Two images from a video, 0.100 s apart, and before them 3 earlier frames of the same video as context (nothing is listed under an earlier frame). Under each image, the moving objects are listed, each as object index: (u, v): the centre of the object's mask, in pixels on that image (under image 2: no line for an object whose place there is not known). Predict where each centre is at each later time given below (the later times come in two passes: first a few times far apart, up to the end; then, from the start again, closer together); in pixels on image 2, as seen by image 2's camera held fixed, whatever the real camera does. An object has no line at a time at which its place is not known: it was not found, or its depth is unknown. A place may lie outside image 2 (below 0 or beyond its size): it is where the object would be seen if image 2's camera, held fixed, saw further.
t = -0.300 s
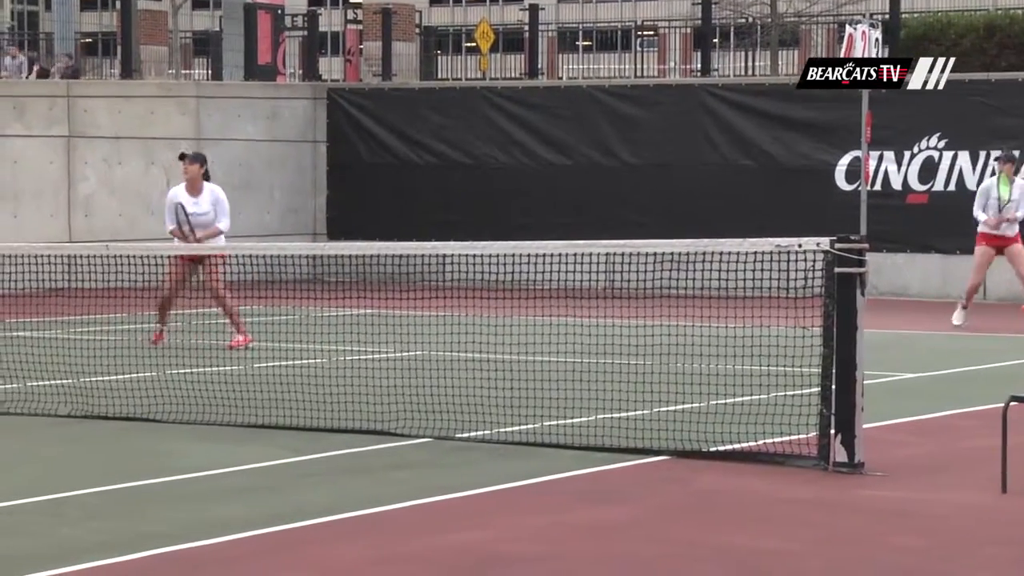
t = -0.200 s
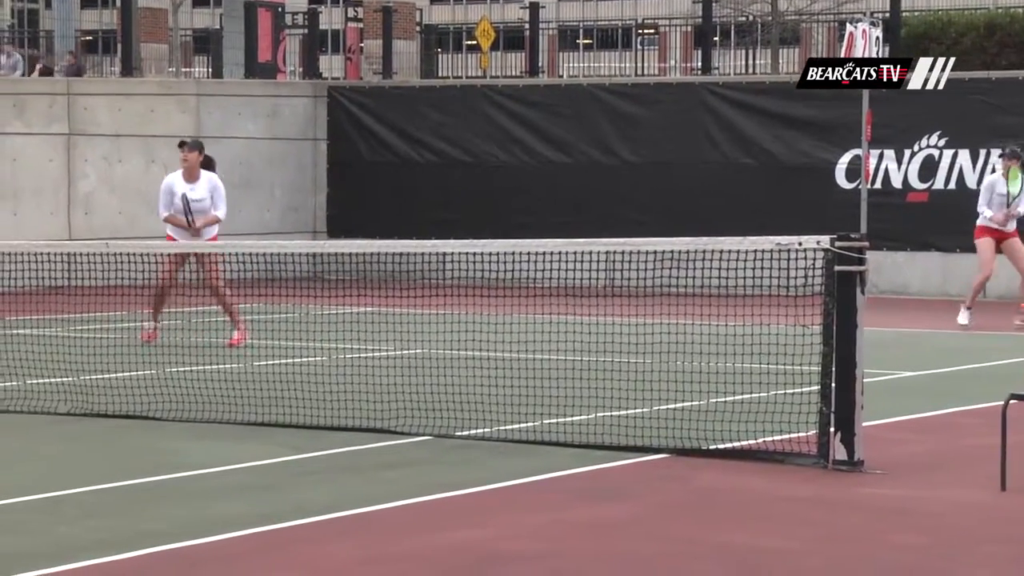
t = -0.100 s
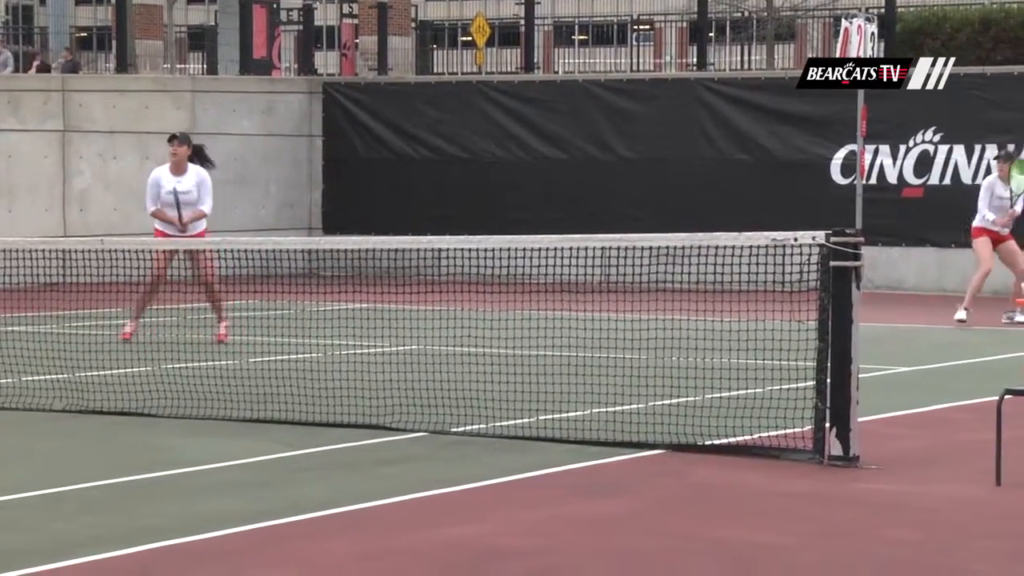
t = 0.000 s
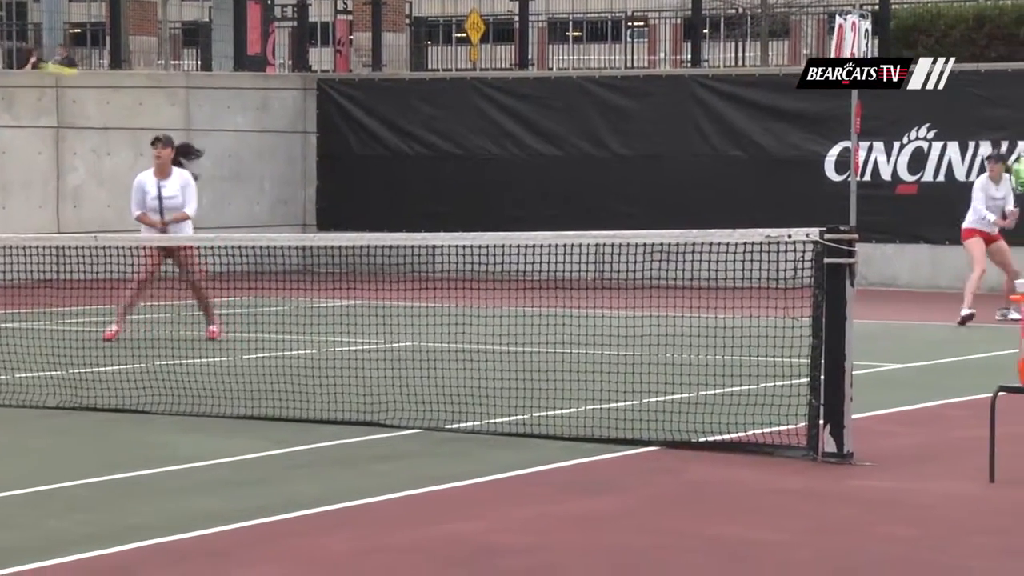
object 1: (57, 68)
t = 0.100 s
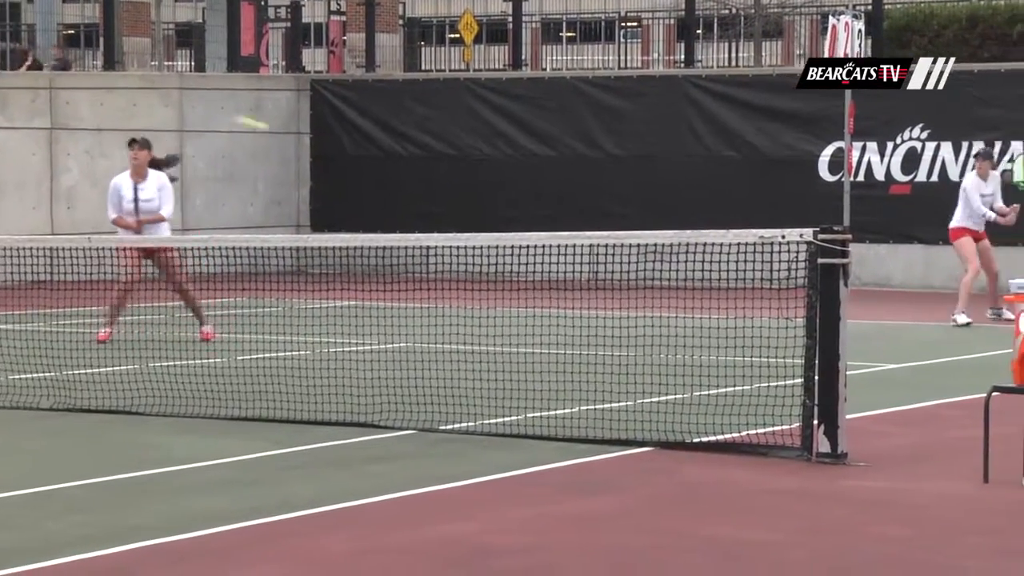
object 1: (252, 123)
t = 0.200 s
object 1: (420, 185)
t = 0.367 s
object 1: (661, 298)
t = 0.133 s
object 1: (311, 143)
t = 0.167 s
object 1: (368, 165)
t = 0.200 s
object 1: (420, 185)
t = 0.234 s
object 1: (471, 208)
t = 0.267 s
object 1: (517, 228)
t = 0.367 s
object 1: (661, 298)
